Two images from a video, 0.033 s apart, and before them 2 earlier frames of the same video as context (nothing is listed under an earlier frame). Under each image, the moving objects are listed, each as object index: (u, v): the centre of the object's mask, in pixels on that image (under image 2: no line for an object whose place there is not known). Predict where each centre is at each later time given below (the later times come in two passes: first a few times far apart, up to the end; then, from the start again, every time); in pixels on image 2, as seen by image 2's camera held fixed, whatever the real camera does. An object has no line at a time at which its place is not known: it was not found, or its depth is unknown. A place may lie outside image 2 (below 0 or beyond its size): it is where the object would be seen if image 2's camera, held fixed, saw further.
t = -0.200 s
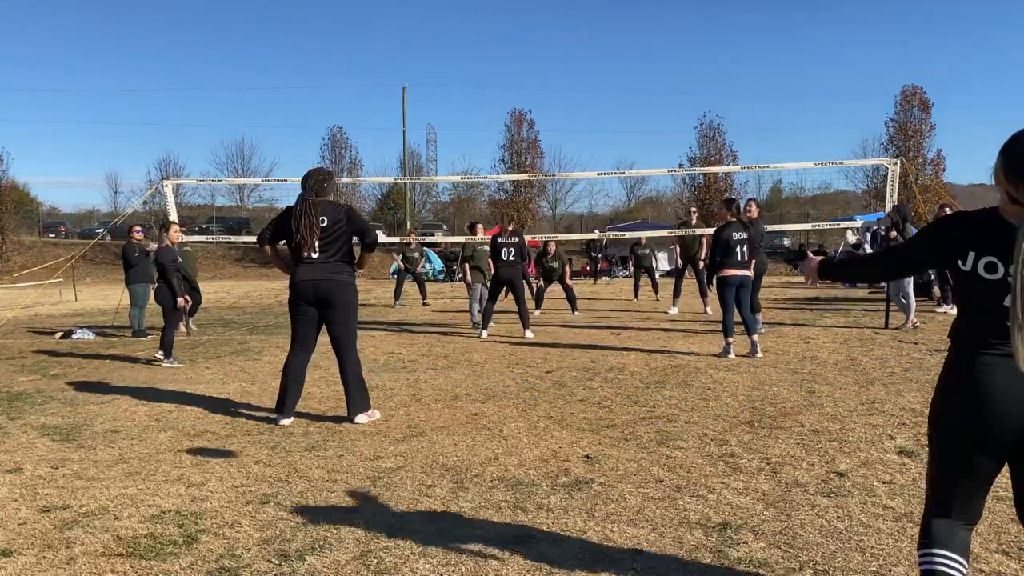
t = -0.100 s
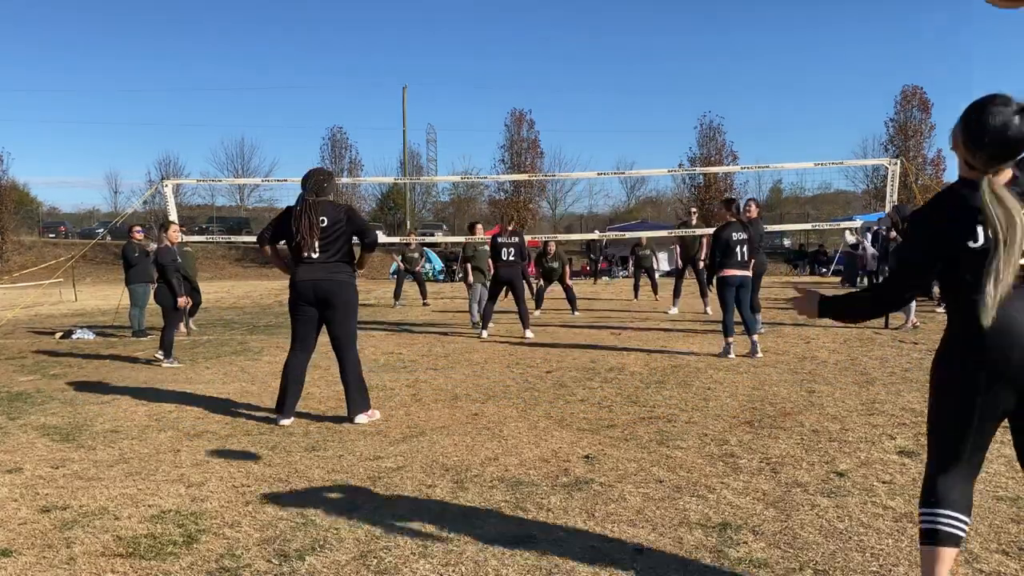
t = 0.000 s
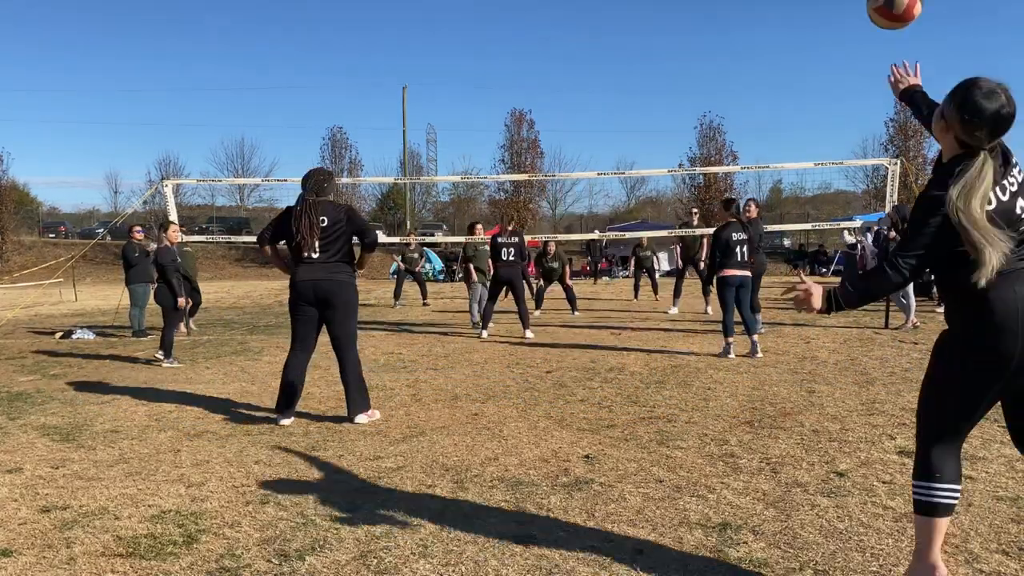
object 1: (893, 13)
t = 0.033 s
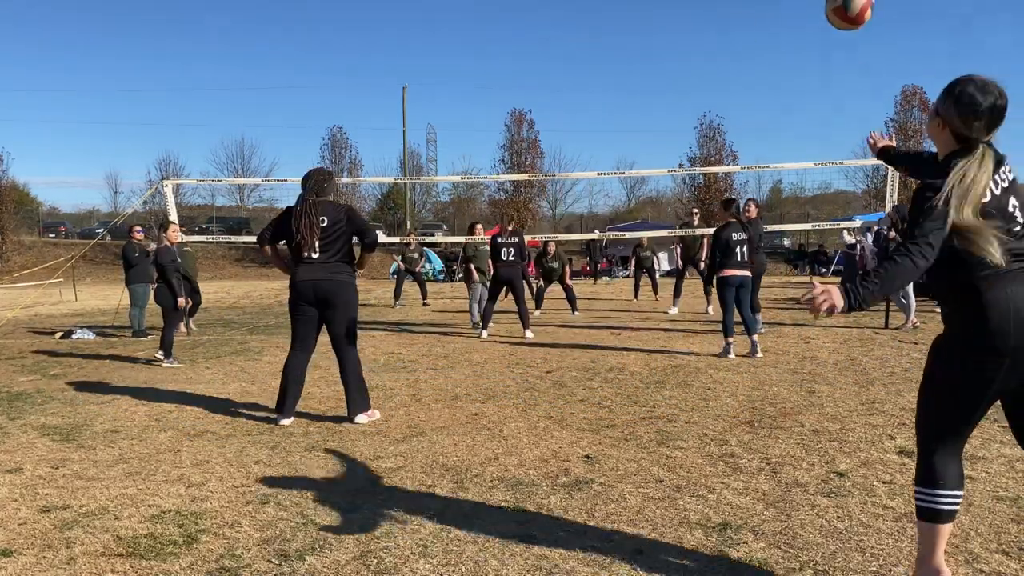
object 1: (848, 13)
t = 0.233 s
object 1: (706, 45)
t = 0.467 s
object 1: (649, 101)
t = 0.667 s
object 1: (625, 158)
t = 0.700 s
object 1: (622, 166)
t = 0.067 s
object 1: (813, 15)
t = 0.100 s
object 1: (784, 18)
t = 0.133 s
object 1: (759, 25)
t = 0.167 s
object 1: (739, 32)
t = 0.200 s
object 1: (721, 38)
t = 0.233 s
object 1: (706, 45)
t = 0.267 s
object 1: (694, 52)
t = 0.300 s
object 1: (683, 60)
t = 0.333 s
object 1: (674, 68)
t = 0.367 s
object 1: (666, 76)
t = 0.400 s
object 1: (660, 84)
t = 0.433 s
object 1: (654, 92)
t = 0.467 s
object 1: (649, 101)
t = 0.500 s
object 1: (644, 110)
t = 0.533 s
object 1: (640, 120)
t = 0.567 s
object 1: (636, 129)
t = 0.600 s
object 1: (632, 139)
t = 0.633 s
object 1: (628, 149)
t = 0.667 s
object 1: (625, 158)
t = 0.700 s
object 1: (622, 166)
